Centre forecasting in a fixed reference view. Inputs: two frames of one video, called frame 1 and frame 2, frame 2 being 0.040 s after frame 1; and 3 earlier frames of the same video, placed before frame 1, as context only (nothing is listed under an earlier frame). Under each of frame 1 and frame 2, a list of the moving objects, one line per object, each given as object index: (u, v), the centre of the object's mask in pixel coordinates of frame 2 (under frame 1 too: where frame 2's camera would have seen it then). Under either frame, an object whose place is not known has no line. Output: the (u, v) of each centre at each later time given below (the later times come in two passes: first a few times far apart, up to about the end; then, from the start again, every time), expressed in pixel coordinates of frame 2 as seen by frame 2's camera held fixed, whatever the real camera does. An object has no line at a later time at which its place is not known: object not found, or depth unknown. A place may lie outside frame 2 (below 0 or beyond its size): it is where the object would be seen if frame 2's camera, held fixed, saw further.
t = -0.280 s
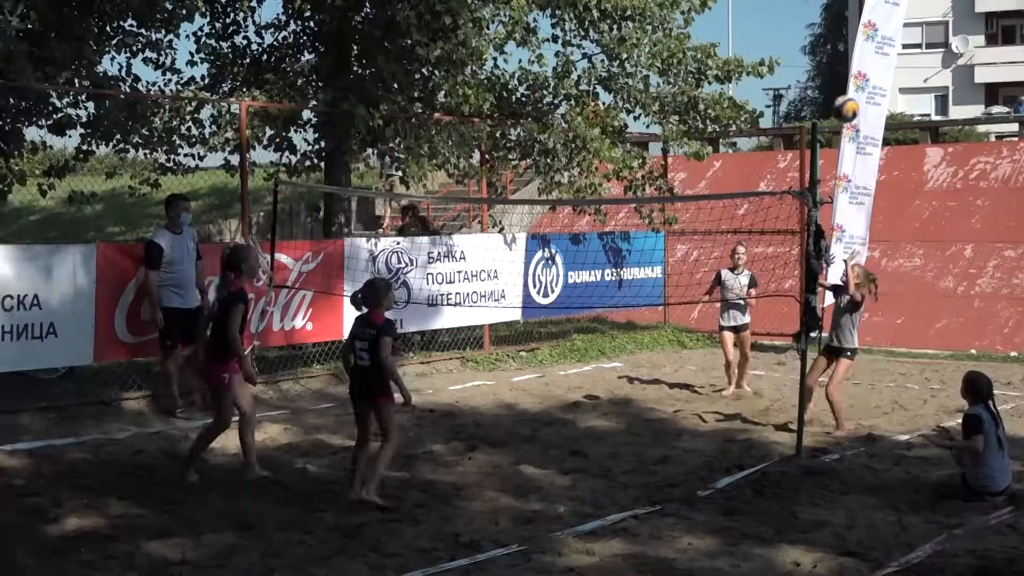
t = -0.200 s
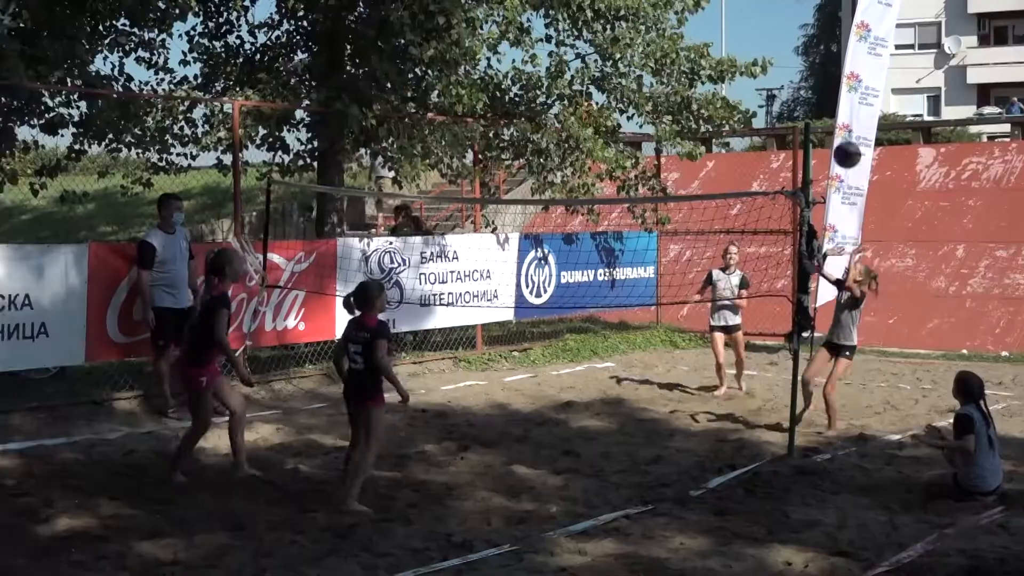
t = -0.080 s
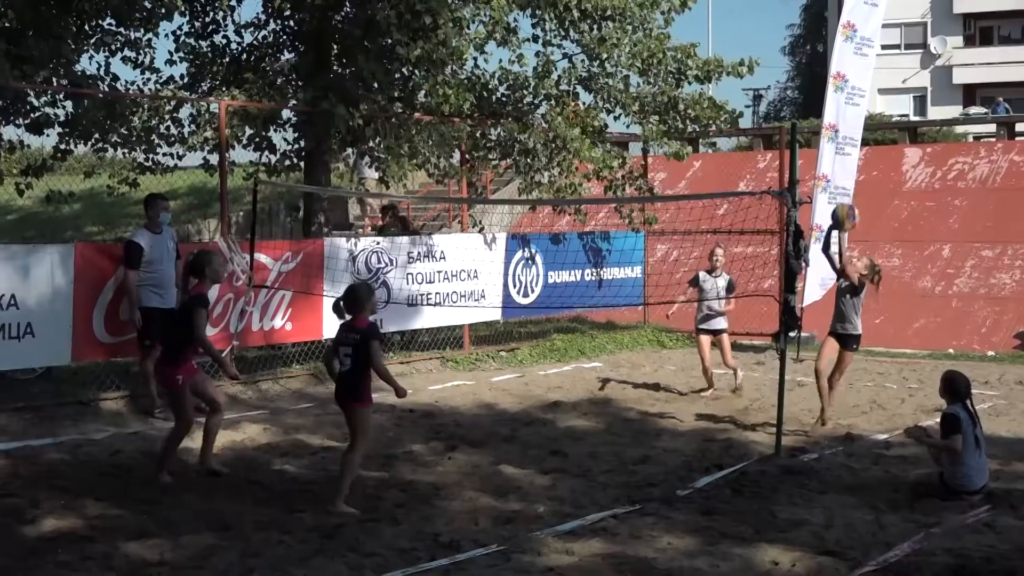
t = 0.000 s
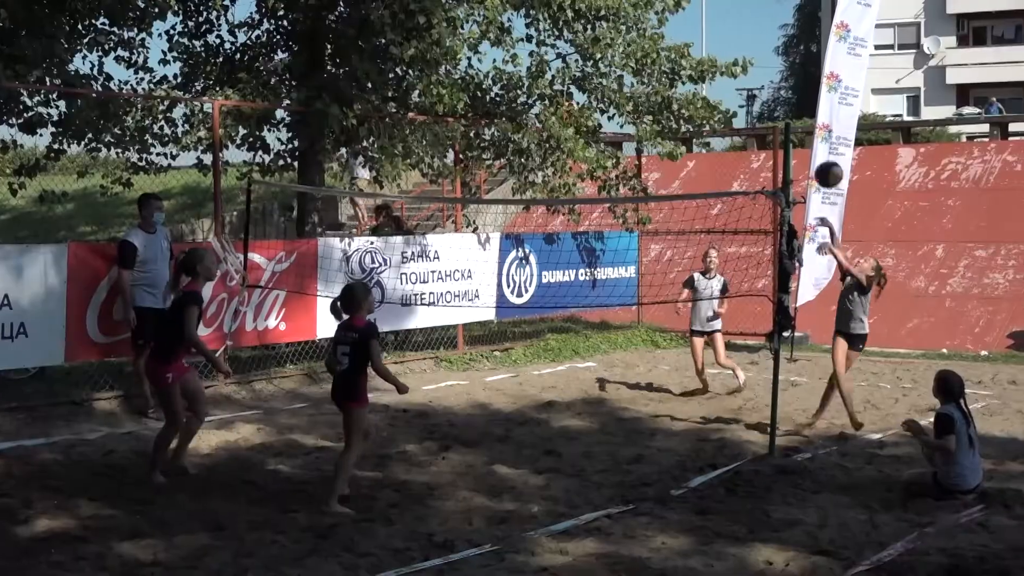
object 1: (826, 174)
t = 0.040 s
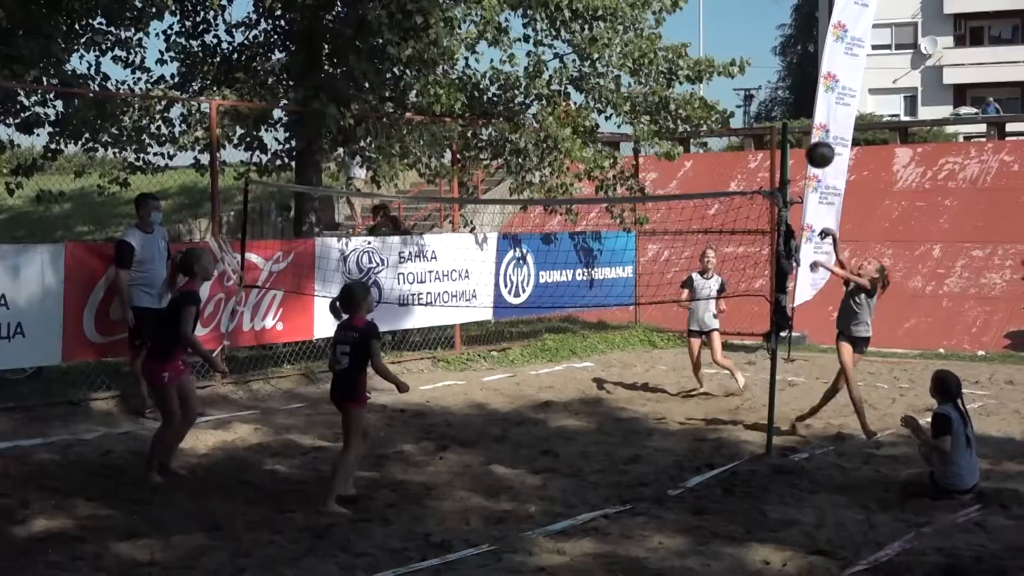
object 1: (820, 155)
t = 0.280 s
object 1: (781, 75)
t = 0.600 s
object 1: (723, 90)
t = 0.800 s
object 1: (682, 181)
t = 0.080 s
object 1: (814, 136)
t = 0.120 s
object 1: (807, 120)
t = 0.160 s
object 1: (801, 105)
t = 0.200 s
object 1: (794, 93)
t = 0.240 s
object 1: (787, 84)
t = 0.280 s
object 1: (781, 75)
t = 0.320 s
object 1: (773, 70)
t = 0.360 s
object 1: (767, 66)
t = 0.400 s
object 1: (759, 64)
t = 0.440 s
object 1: (752, 64)
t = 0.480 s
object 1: (744, 67)
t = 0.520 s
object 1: (738, 73)
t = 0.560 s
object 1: (729, 79)
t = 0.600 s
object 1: (723, 90)
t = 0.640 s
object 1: (714, 103)
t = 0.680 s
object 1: (705, 118)
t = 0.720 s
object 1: (695, 136)
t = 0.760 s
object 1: (688, 157)
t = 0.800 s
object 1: (682, 181)
